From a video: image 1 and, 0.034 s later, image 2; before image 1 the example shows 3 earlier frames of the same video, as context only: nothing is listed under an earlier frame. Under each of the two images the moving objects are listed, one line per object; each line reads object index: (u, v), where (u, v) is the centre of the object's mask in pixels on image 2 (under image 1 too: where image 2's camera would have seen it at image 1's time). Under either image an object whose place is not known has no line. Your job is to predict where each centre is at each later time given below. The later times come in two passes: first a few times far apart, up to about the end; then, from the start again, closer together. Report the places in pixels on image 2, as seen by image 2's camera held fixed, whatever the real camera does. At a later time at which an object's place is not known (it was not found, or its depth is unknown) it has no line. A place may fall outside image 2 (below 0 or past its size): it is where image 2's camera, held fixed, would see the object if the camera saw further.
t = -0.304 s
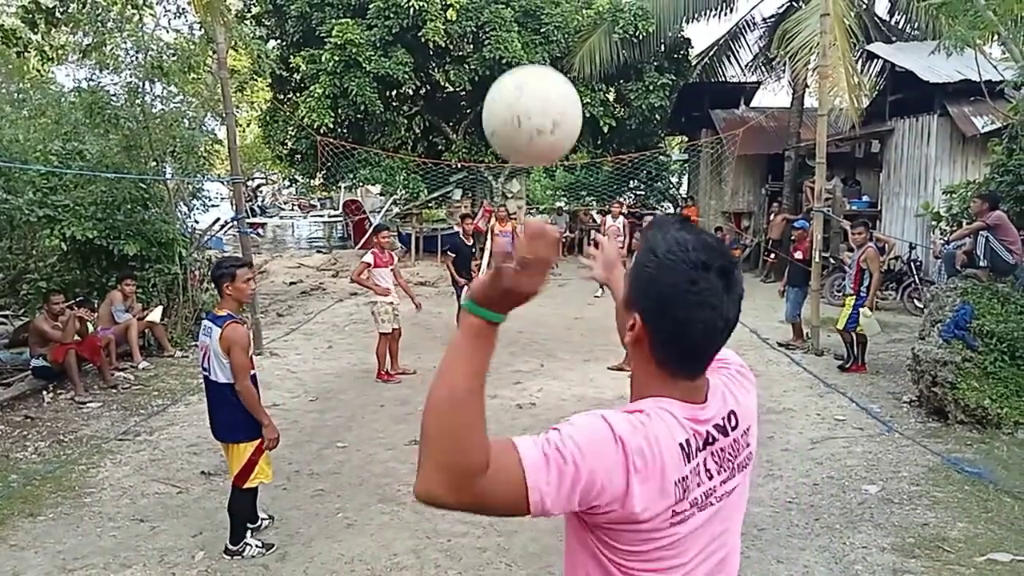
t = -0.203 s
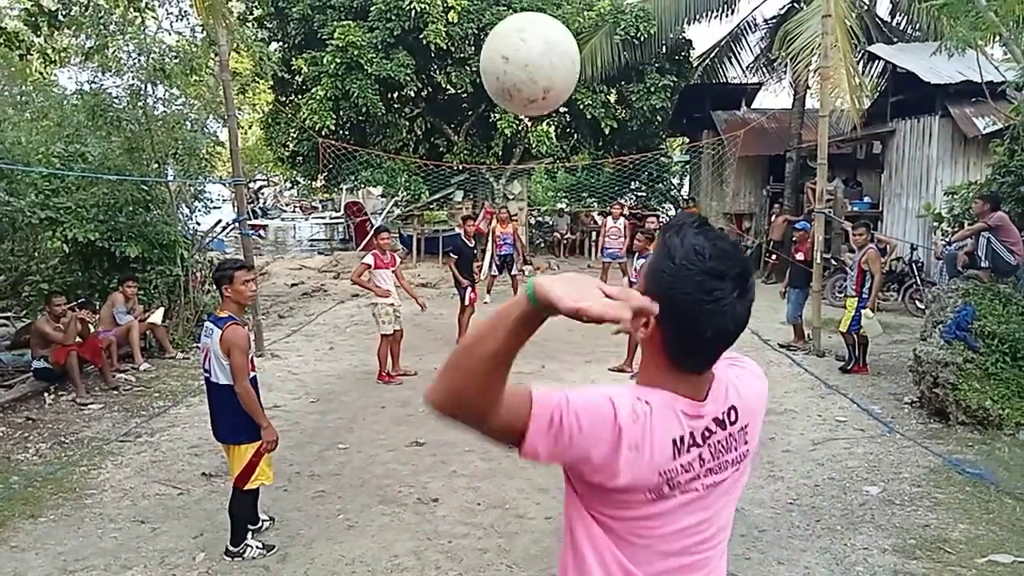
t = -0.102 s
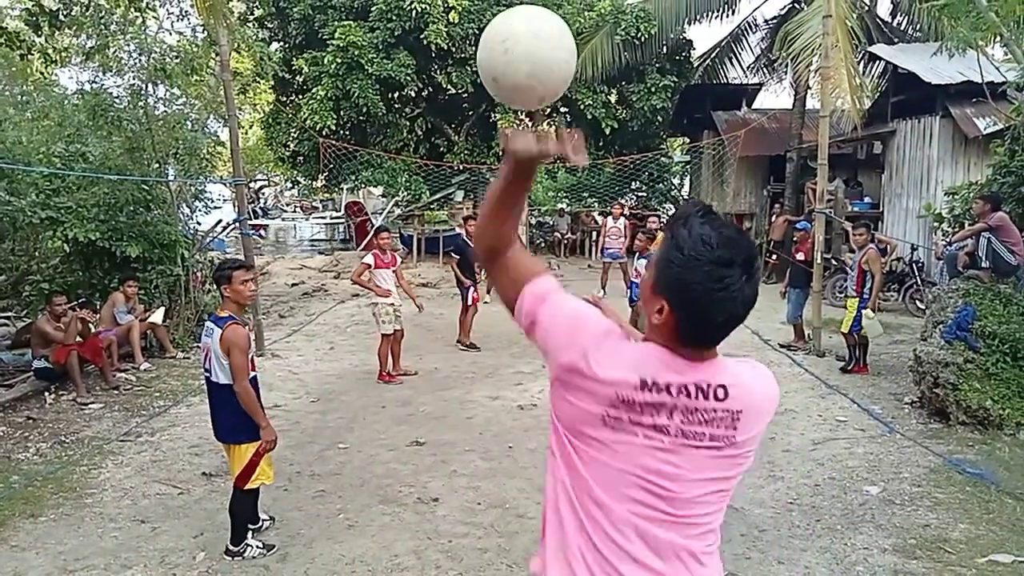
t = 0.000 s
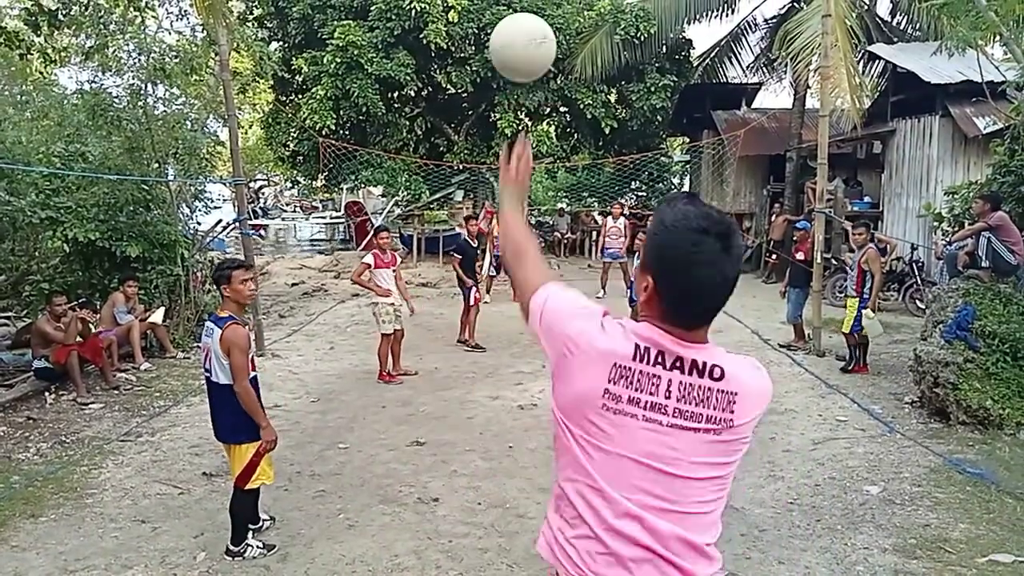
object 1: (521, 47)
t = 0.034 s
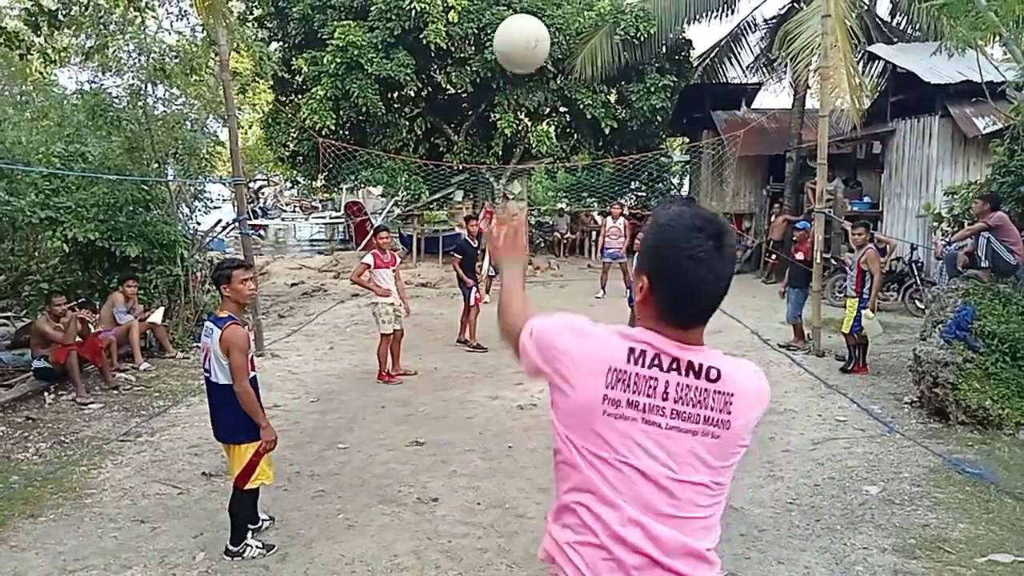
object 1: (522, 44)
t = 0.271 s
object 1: (523, 71)
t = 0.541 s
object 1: (522, 134)
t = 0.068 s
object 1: (521, 43)
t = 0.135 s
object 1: (520, 48)
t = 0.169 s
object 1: (521, 53)
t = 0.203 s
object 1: (521, 59)
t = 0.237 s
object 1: (522, 65)
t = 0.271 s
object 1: (523, 71)
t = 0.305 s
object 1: (524, 78)
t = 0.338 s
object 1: (524, 85)
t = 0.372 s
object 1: (524, 92)
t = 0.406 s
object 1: (524, 100)
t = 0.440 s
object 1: (523, 109)
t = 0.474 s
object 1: (523, 117)
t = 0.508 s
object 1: (522, 125)
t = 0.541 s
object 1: (522, 134)
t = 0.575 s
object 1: (521, 143)
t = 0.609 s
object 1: (521, 152)
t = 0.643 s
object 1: (520, 160)
